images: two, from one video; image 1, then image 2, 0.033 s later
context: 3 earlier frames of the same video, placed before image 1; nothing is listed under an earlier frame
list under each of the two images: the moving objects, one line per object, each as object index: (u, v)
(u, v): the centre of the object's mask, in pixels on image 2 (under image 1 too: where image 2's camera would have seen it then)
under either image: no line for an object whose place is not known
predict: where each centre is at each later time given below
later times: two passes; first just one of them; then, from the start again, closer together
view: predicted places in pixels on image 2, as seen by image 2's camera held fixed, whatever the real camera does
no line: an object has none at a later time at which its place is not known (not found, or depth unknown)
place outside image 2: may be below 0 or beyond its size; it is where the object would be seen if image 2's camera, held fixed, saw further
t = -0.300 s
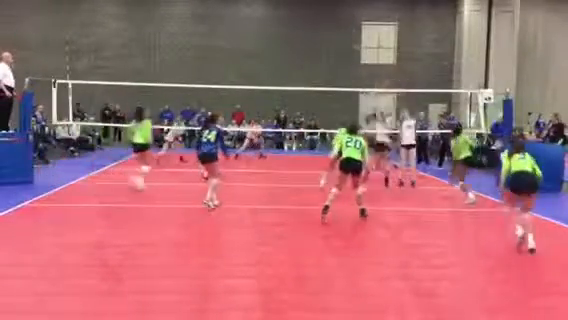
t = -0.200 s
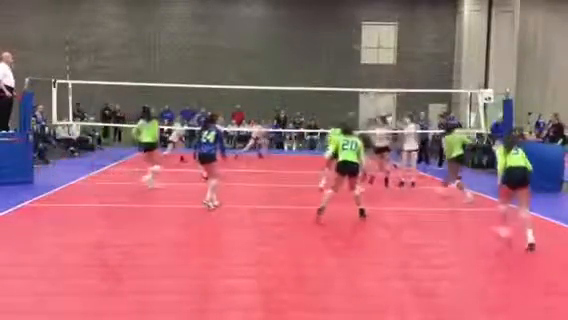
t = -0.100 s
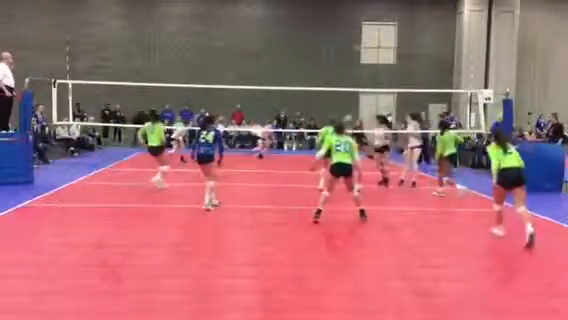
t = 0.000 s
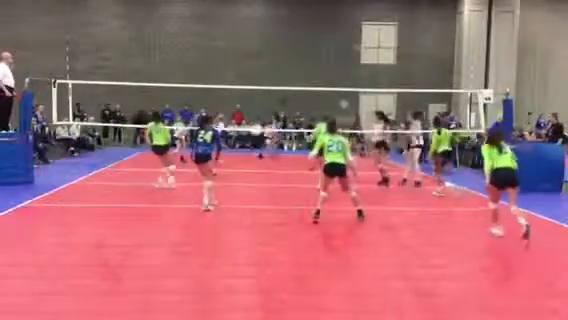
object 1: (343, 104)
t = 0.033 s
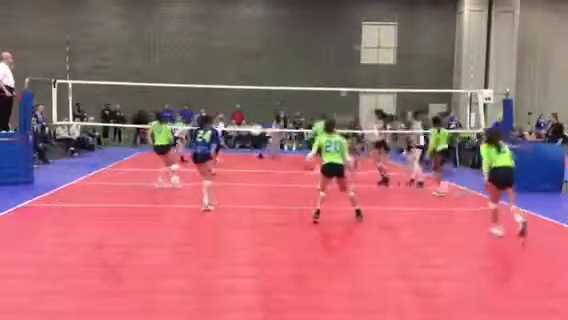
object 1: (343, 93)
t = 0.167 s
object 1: (343, 61)
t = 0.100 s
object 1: (344, 77)
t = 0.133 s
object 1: (343, 71)
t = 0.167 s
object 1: (343, 61)
